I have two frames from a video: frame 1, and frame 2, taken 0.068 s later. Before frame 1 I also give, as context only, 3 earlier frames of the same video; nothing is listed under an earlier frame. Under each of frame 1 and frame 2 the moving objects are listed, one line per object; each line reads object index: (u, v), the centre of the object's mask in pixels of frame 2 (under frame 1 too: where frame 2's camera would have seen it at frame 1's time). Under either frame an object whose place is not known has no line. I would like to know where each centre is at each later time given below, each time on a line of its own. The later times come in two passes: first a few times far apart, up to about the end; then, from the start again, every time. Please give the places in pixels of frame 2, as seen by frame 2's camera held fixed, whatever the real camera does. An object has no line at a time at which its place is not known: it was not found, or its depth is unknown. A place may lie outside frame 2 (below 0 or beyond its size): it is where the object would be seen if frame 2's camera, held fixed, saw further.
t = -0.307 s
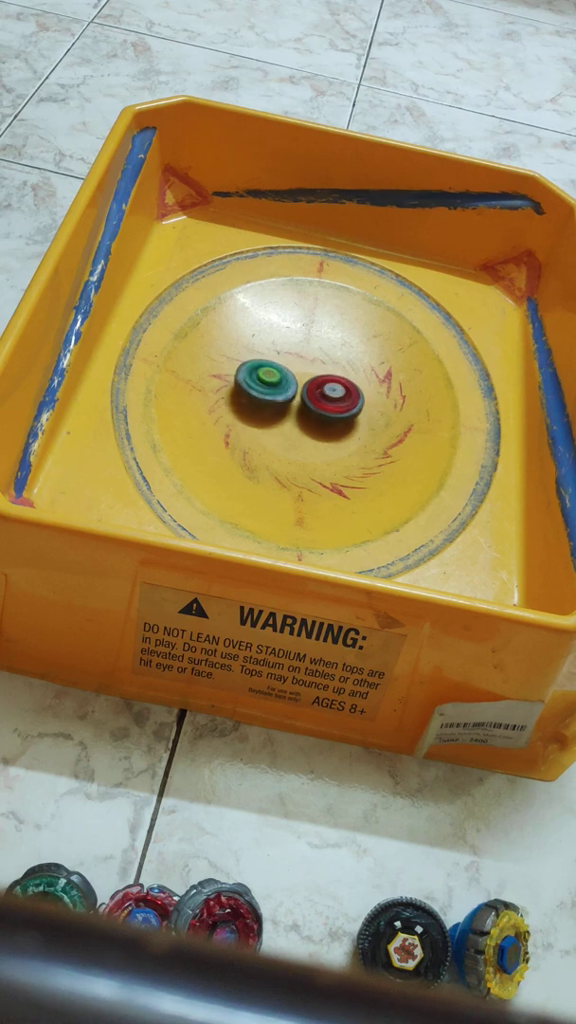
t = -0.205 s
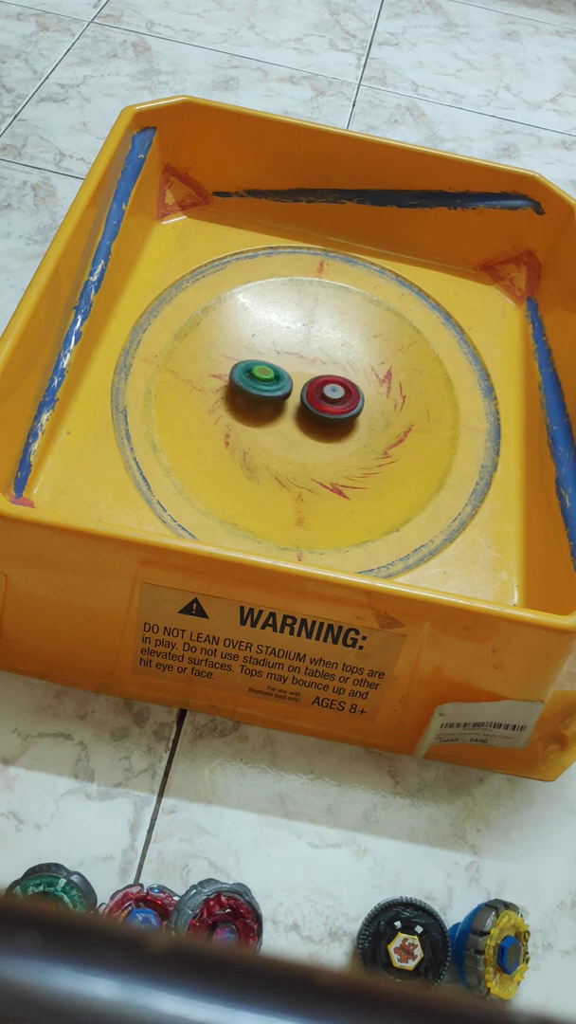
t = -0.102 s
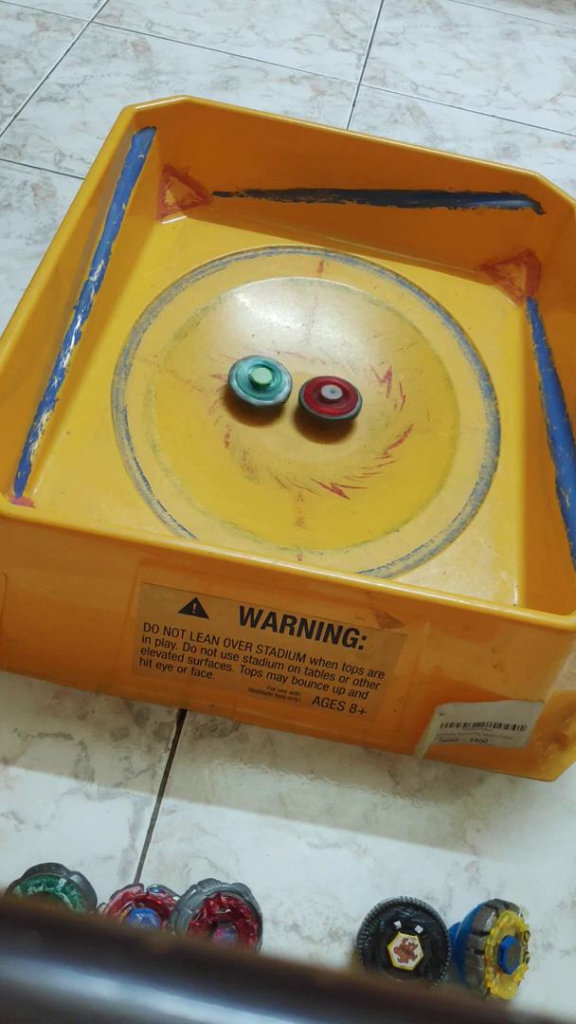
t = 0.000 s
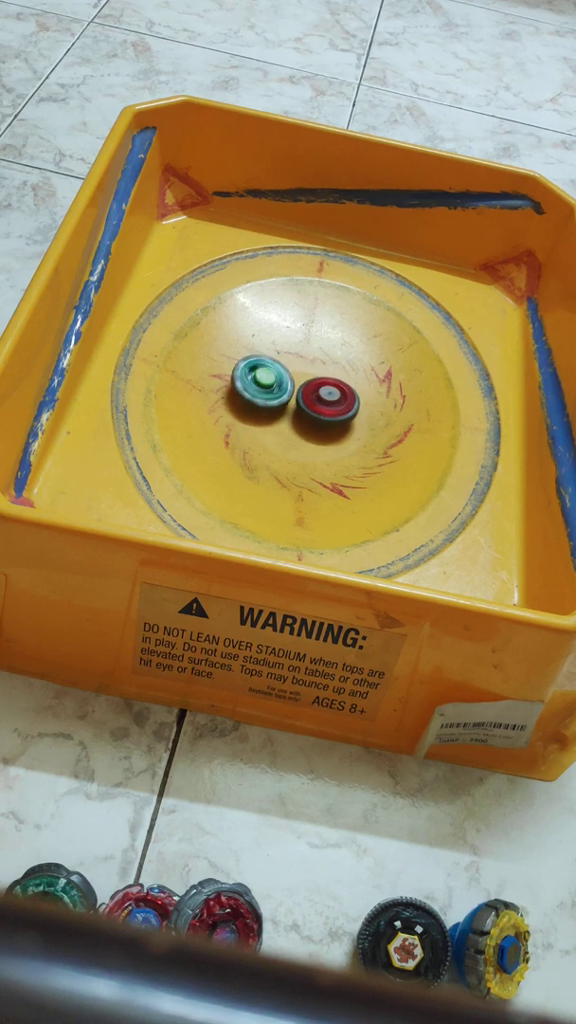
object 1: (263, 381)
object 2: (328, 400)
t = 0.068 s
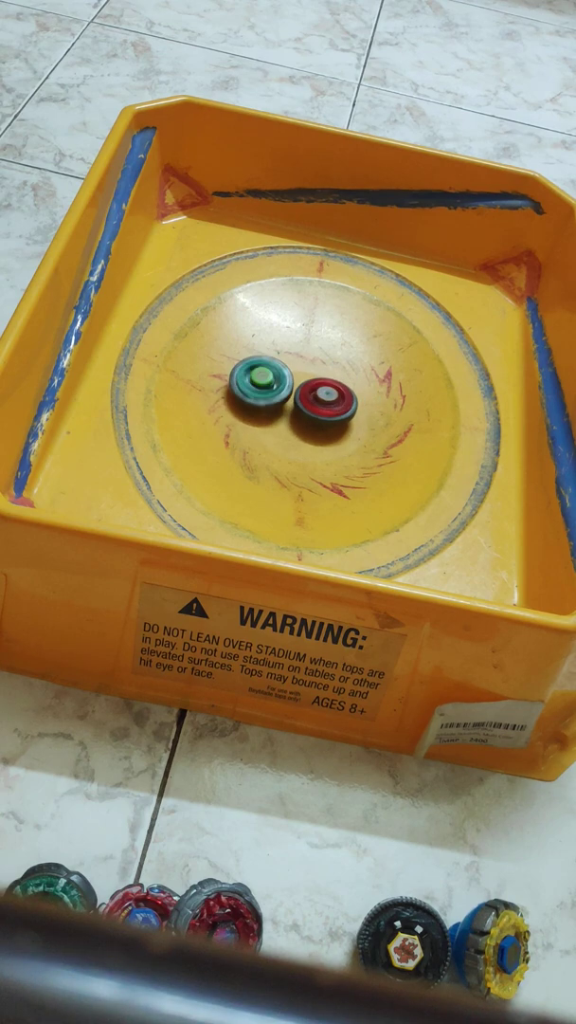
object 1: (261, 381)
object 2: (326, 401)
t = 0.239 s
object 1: (262, 382)
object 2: (325, 404)
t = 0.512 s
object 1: (260, 386)
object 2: (327, 412)
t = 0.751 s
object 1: (264, 388)
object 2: (325, 417)
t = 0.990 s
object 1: (257, 386)
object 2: (328, 423)
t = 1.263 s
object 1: (261, 389)
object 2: (337, 428)
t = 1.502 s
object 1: (260, 393)
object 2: (338, 425)
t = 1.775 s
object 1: (266, 398)
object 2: (332, 416)
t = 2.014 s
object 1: (262, 400)
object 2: (327, 406)
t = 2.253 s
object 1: (274, 405)
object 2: (339, 399)
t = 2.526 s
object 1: (277, 397)
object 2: (353, 401)
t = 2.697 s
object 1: (272, 394)
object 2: (357, 407)
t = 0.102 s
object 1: (262, 380)
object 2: (325, 402)
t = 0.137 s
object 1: (262, 380)
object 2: (325, 403)
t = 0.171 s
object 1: (262, 381)
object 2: (325, 404)
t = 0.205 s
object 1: (262, 382)
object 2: (325, 404)
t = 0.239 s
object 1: (262, 382)
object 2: (325, 404)
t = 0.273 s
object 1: (262, 382)
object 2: (325, 406)
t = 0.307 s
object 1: (263, 384)
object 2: (325, 406)
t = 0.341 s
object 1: (262, 385)
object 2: (326, 408)
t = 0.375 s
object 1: (261, 384)
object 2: (326, 409)
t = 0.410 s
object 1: (261, 383)
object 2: (327, 410)
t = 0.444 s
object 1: (263, 385)
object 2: (327, 411)
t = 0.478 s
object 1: (262, 386)
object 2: (327, 411)
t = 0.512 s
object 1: (260, 386)
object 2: (327, 412)
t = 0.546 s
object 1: (260, 385)
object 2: (327, 413)
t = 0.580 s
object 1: (262, 384)
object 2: (327, 414)
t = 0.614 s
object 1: (263, 387)
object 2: (327, 415)
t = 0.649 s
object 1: (262, 388)
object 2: (327, 415)
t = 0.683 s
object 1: (260, 387)
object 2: (326, 416)
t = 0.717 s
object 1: (261, 386)
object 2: (326, 417)
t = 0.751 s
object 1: (264, 388)
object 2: (325, 417)
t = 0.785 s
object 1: (262, 389)
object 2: (325, 418)
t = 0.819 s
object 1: (261, 388)
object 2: (324, 418)
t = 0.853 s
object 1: (262, 388)
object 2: (323, 418)
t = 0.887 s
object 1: (264, 388)
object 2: (323, 418)
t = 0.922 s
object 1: (262, 388)
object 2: (324, 419)
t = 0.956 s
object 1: (258, 387)
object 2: (327, 422)
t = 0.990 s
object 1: (257, 386)
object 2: (328, 423)
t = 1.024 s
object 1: (260, 386)
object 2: (330, 424)
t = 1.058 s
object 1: (262, 389)
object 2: (331, 424)
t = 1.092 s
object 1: (262, 391)
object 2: (332, 425)
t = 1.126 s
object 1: (259, 391)
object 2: (333, 425)
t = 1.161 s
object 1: (257, 390)
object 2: (335, 426)
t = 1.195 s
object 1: (256, 388)
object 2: (335, 427)
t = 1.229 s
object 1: (259, 387)
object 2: (336, 426)
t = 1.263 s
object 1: (261, 389)
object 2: (337, 428)
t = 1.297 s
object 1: (262, 392)
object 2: (337, 427)
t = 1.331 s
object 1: (261, 393)
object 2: (338, 427)
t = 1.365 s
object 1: (259, 394)
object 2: (338, 427)
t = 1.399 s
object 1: (259, 393)
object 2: (338, 427)
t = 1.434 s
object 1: (260, 393)
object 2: (338, 426)
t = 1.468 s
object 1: (260, 393)
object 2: (338, 426)
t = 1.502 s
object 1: (260, 393)
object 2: (338, 425)
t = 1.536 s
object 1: (260, 394)
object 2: (337, 424)
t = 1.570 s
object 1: (260, 394)
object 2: (337, 423)
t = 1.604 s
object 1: (260, 394)
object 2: (336, 423)
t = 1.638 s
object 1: (262, 394)
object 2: (335, 421)
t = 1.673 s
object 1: (263, 394)
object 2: (335, 419)
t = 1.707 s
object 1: (265, 394)
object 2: (334, 419)
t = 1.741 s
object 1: (266, 396)
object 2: (333, 417)
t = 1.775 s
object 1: (266, 398)
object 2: (332, 416)
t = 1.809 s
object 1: (265, 399)
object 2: (331, 415)
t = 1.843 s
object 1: (264, 400)
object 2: (330, 413)
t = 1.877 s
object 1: (262, 400)
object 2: (330, 412)
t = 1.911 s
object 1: (261, 400)
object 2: (328, 410)
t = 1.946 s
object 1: (261, 399)
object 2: (328, 409)
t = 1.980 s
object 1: (261, 400)
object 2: (328, 408)
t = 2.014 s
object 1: (262, 400)
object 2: (327, 406)
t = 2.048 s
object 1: (263, 401)
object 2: (328, 405)
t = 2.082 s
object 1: (263, 401)
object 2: (329, 405)
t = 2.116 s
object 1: (264, 402)
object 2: (330, 403)
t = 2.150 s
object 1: (266, 403)
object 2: (331, 402)
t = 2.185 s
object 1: (271, 405)
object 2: (334, 400)
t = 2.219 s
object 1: (274, 405)
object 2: (336, 400)
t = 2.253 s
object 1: (274, 405)
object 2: (339, 399)
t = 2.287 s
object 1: (275, 405)
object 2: (341, 399)
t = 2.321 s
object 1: (276, 404)
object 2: (342, 399)
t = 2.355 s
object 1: (278, 404)
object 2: (344, 398)
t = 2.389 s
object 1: (279, 402)
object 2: (347, 399)
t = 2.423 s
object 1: (280, 400)
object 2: (348, 399)
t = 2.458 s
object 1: (280, 398)
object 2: (350, 399)
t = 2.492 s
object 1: (279, 397)
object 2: (353, 400)
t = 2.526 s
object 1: (277, 397)
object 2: (353, 401)
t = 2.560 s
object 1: (276, 396)
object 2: (355, 402)
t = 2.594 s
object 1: (274, 395)
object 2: (356, 404)
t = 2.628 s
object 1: (273, 395)
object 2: (356, 404)
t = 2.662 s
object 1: (272, 394)
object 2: (358, 405)
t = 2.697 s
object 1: (272, 394)
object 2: (357, 407)
